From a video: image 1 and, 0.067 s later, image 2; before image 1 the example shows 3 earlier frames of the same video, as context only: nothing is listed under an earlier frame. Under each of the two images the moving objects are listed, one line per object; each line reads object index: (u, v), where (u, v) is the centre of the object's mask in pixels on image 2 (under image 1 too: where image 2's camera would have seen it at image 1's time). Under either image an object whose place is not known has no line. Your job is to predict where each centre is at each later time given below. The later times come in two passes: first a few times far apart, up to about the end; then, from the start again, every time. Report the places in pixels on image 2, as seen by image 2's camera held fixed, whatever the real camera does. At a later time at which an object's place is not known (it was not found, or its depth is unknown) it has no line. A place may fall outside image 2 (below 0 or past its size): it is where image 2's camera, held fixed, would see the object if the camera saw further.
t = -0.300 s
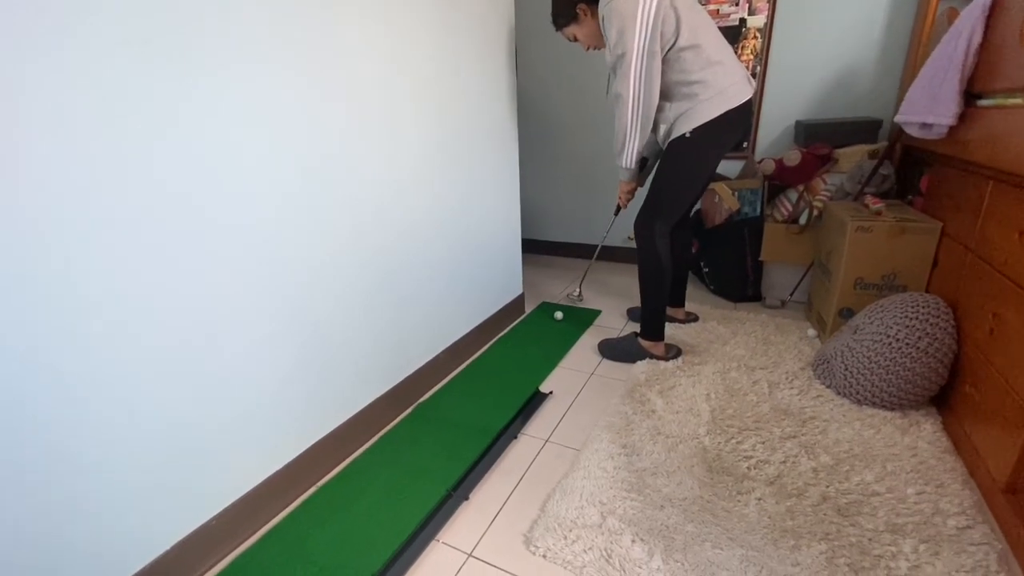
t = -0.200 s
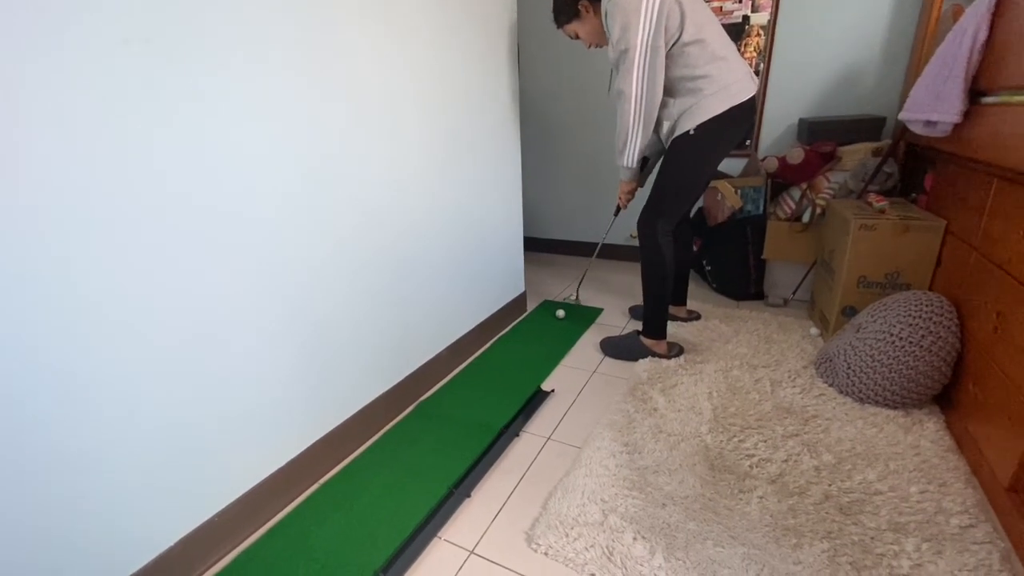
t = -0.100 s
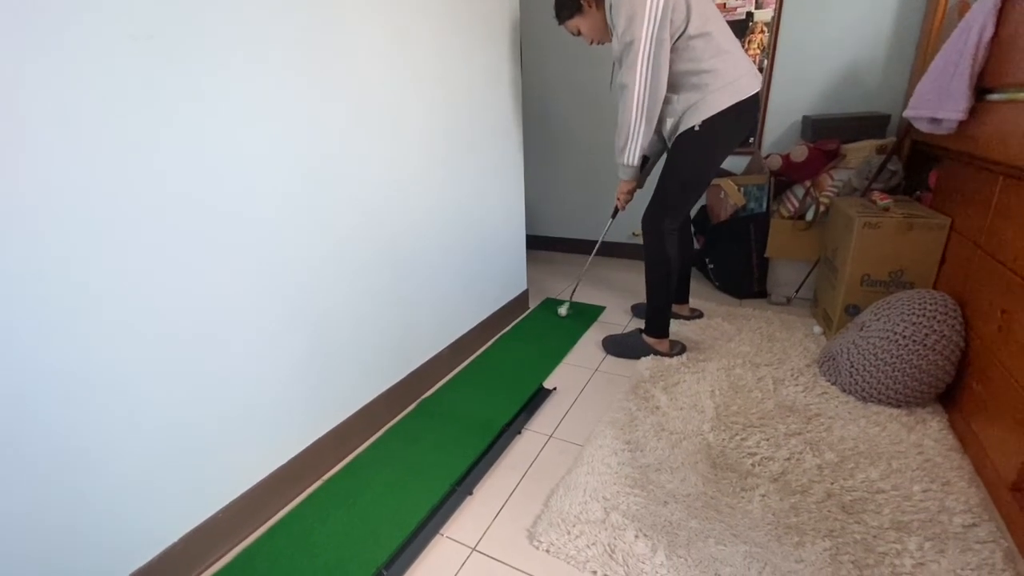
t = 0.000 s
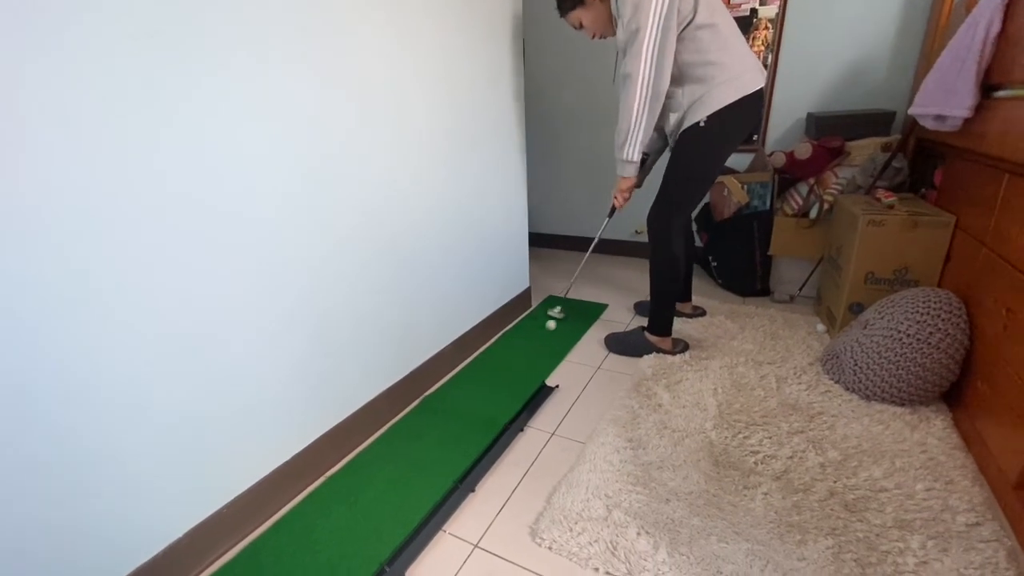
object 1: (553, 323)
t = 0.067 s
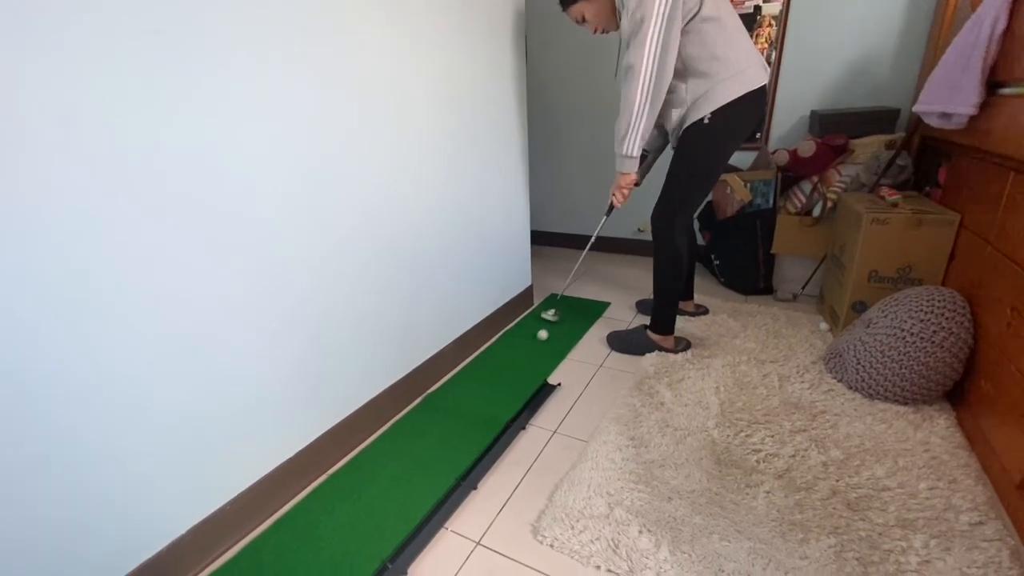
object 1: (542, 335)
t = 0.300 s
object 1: (507, 376)
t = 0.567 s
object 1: (456, 431)
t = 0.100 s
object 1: (538, 340)
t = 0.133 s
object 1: (533, 347)
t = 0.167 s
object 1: (528, 352)
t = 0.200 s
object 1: (523, 358)
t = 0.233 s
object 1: (518, 363)
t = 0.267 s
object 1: (513, 369)
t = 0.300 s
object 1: (507, 376)
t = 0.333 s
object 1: (502, 382)
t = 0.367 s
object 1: (496, 389)
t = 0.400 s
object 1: (490, 396)
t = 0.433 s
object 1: (483, 402)
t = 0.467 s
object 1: (477, 407)
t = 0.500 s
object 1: (470, 416)
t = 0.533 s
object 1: (463, 424)
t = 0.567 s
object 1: (456, 431)
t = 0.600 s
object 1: (449, 441)
